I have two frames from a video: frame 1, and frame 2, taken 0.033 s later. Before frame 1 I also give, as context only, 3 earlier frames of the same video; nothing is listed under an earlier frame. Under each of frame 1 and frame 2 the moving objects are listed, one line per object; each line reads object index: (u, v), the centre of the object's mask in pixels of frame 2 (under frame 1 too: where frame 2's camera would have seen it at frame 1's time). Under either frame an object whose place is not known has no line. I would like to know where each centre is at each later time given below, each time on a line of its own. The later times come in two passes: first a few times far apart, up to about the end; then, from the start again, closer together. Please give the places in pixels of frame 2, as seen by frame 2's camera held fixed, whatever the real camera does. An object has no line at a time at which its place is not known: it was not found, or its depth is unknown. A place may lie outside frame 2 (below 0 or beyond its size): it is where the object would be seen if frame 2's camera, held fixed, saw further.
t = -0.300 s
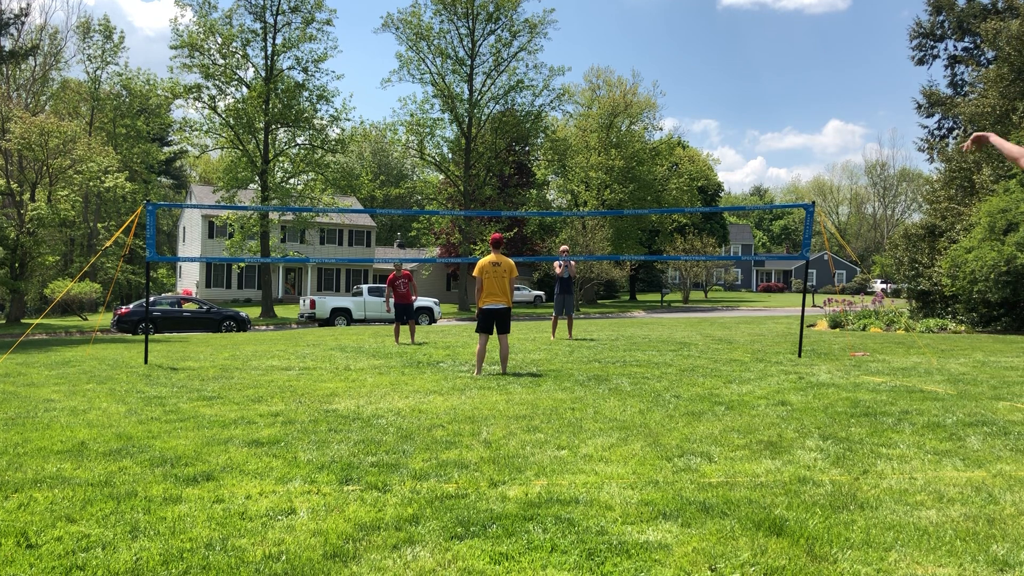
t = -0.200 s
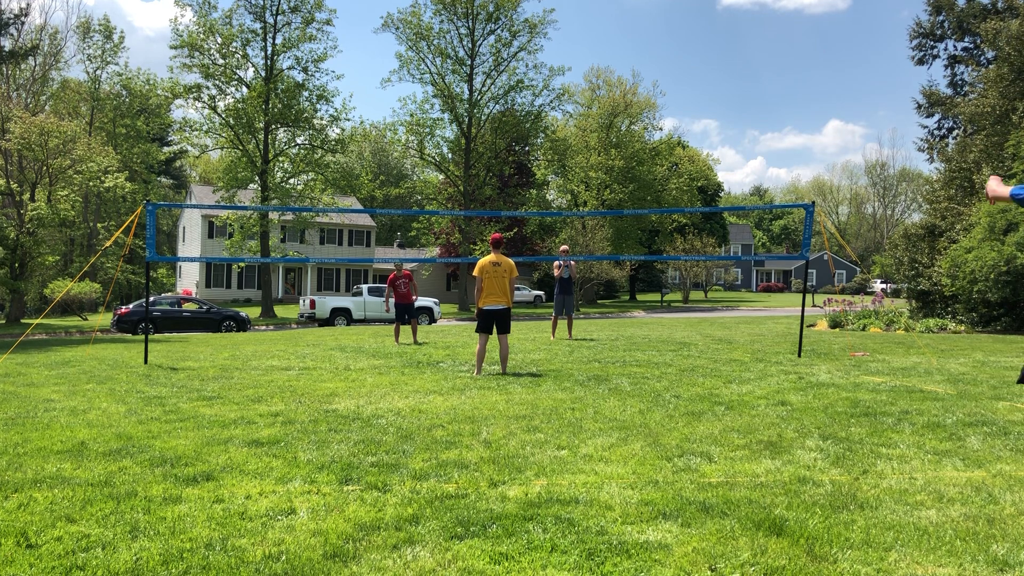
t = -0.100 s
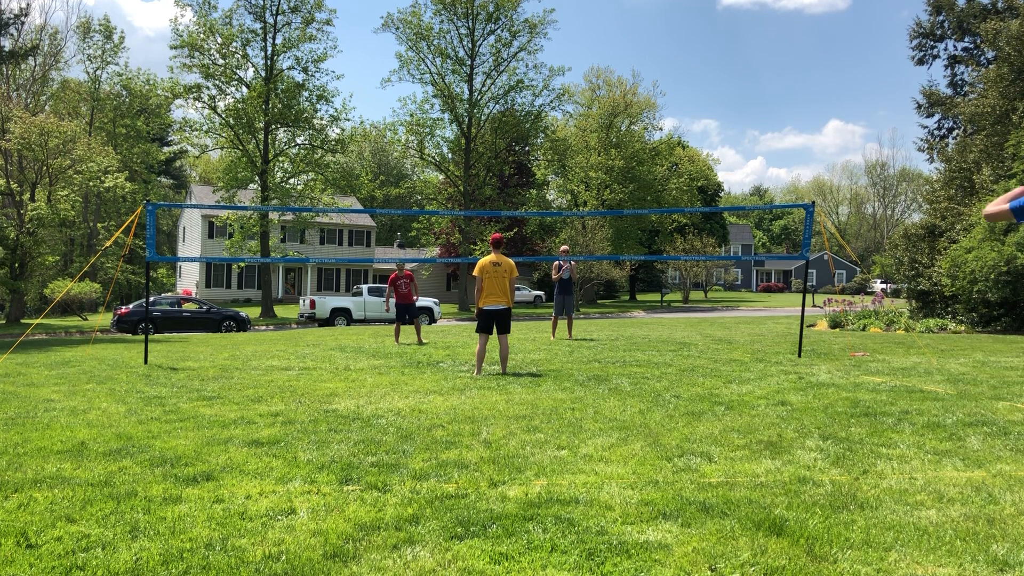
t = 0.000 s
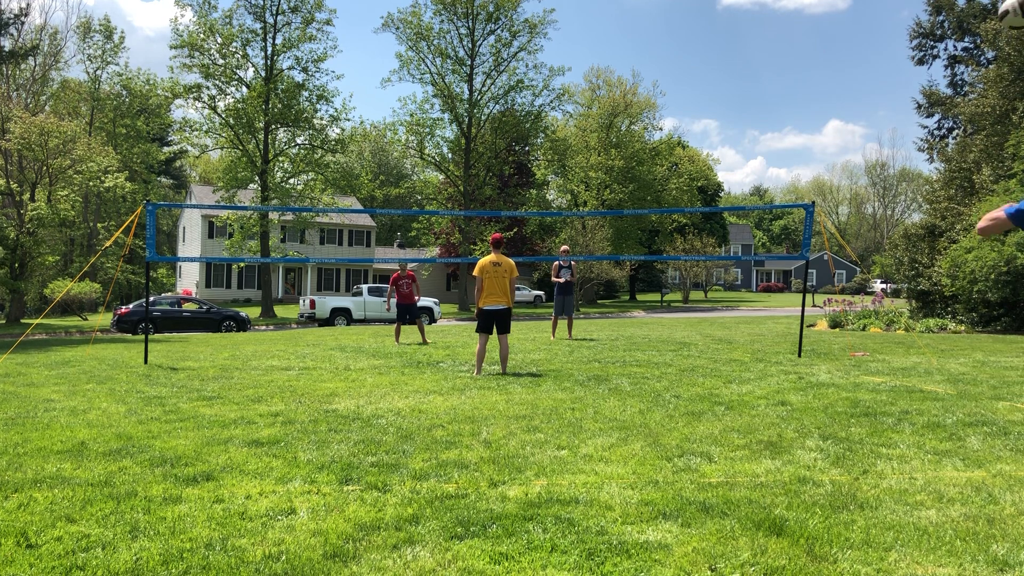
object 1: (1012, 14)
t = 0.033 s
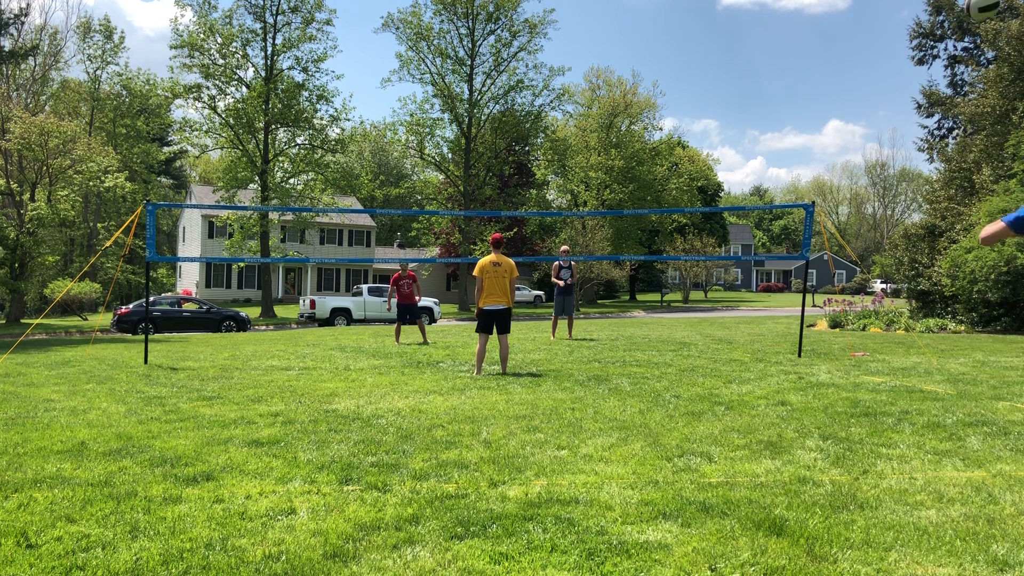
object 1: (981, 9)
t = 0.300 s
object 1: (819, 7)
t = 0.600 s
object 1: (732, 62)
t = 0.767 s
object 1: (704, 106)
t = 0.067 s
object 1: (952, 5)
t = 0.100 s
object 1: (925, 4)
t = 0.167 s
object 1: (882, 3)
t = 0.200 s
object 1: (864, 3)
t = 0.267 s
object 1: (833, 5)
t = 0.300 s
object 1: (819, 7)
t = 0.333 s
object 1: (806, 10)
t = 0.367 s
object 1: (794, 15)
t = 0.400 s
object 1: (783, 20)
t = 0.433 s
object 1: (773, 26)
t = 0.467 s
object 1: (764, 33)
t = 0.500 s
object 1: (755, 40)
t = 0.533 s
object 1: (747, 47)
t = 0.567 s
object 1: (739, 55)
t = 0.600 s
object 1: (732, 62)
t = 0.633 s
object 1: (726, 71)
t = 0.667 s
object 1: (720, 79)
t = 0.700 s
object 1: (714, 88)
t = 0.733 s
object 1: (709, 97)
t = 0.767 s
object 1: (704, 106)
